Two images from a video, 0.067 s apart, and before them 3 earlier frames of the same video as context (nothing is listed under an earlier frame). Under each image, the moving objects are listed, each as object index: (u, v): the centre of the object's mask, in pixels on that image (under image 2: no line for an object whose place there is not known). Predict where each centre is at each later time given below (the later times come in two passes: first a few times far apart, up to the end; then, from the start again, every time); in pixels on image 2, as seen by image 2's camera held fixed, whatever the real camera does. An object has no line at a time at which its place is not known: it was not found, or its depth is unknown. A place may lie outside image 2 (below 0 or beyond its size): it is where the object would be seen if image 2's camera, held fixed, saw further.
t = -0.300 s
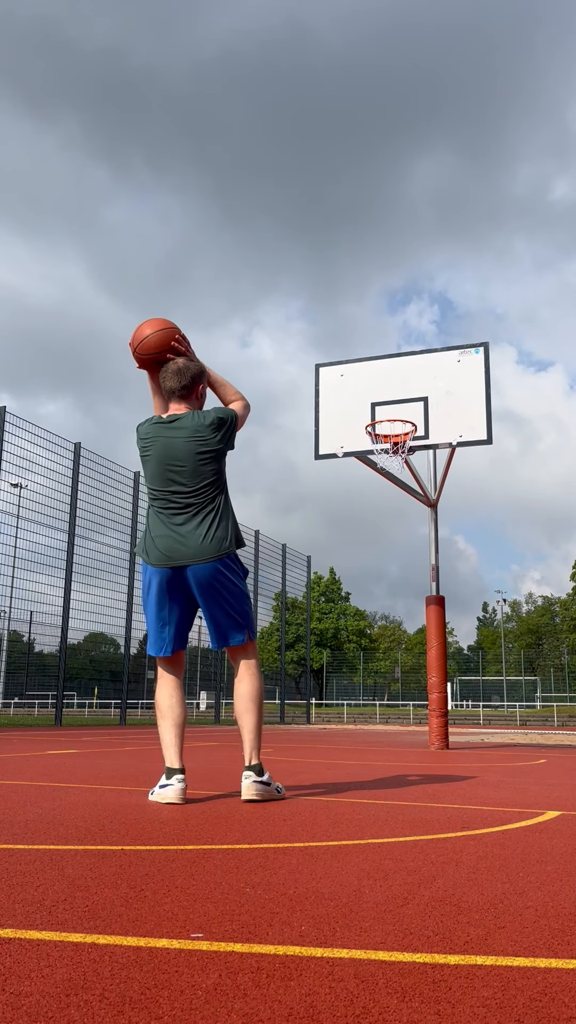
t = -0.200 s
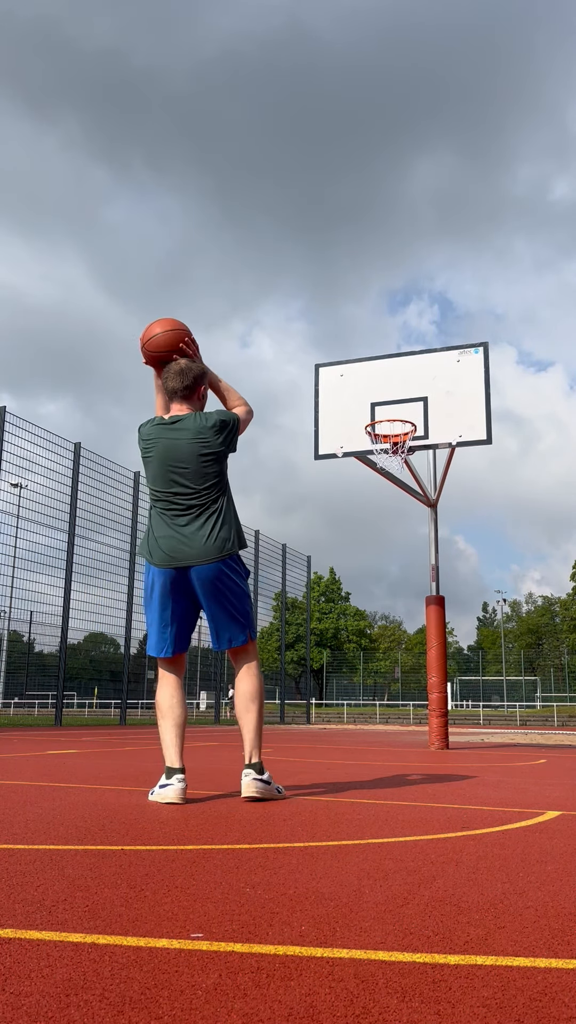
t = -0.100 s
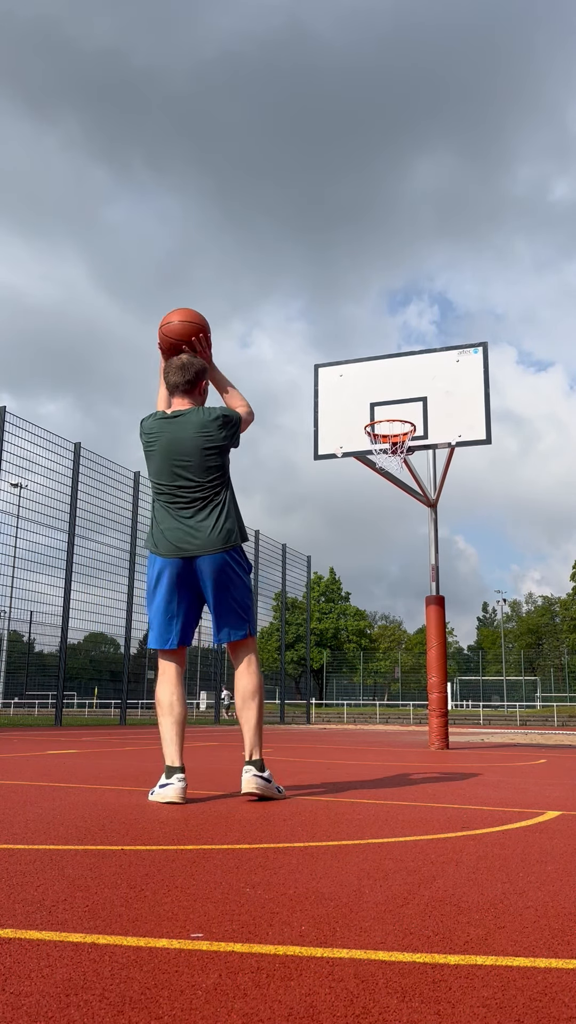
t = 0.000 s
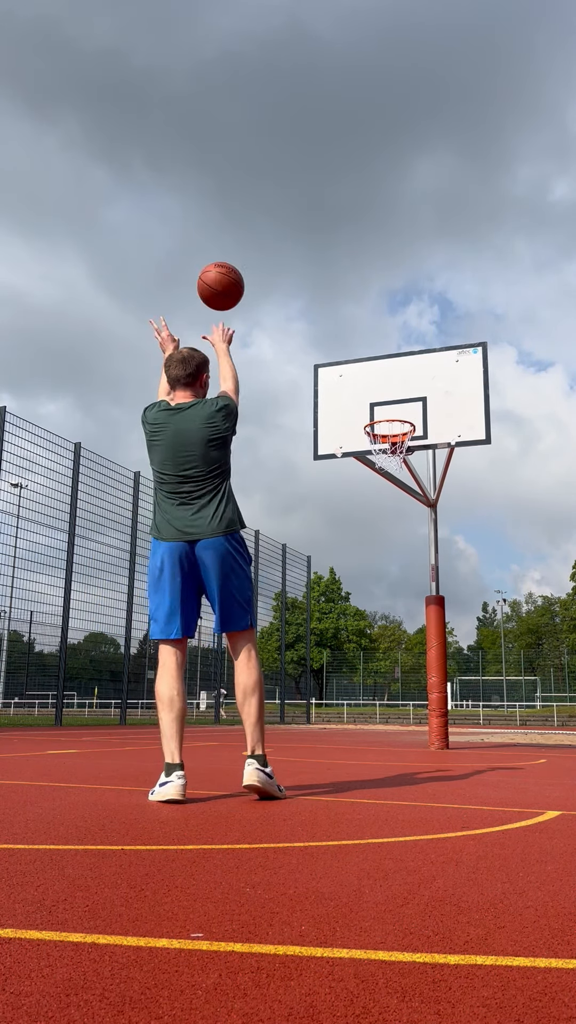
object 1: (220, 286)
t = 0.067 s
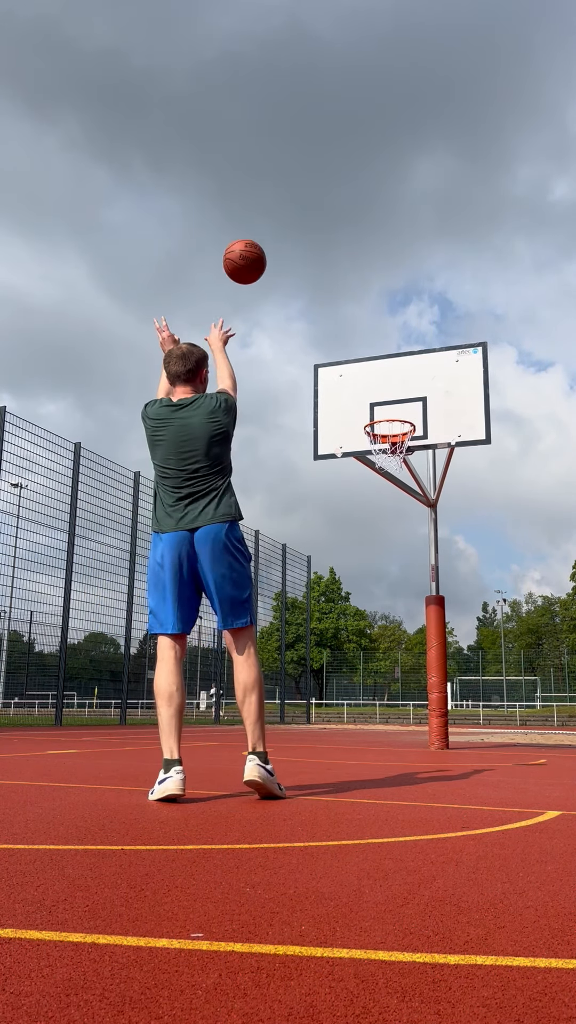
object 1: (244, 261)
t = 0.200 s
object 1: (282, 241)
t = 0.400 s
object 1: (323, 257)
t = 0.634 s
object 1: (358, 322)
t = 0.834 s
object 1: (381, 405)
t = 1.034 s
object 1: (405, 369)
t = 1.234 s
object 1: (430, 329)
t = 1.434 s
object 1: (456, 325)
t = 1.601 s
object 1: (480, 352)
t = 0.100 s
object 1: (255, 253)
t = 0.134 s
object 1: (265, 247)
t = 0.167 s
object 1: (274, 243)
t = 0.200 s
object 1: (282, 241)
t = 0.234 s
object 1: (290, 240)
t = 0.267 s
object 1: (297, 241)
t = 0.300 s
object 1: (305, 243)
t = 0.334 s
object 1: (311, 246)
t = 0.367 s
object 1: (317, 251)
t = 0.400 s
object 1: (323, 257)
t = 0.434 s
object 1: (329, 264)
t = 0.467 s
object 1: (335, 271)
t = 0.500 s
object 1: (340, 280)
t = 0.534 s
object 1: (345, 289)
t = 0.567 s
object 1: (349, 299)
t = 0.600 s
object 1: (354, 310)
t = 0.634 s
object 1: (358, 322)
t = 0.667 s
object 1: (363, 334)
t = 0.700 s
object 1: (366, 347)
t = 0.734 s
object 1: (370, 361)
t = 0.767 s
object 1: (374, 375)
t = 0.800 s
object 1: (378, 390)
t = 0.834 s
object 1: (381, 405)
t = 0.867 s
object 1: (384, 421)
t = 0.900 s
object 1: (388, 414)
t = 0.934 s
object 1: (392, 403)
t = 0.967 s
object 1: (396, 390)
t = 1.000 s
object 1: (401, 379)
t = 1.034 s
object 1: (405, 369)
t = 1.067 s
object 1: (408, 360)
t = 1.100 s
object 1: (413, 352)
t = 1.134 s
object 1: (417, 344)
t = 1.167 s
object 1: (421, 338)
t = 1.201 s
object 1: (425, 333)
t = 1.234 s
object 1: (430, 329)
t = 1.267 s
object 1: (434, 326)
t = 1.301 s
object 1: (438, 323)
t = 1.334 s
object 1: (443, 322)
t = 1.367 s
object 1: (447, 322)
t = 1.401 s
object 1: (452, 323)
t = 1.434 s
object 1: (456, 325)
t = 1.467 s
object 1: (461, 329)
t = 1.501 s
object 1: (466, 333)
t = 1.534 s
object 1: (470, 338)
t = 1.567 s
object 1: (475, 345)
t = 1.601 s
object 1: (480, 352)
